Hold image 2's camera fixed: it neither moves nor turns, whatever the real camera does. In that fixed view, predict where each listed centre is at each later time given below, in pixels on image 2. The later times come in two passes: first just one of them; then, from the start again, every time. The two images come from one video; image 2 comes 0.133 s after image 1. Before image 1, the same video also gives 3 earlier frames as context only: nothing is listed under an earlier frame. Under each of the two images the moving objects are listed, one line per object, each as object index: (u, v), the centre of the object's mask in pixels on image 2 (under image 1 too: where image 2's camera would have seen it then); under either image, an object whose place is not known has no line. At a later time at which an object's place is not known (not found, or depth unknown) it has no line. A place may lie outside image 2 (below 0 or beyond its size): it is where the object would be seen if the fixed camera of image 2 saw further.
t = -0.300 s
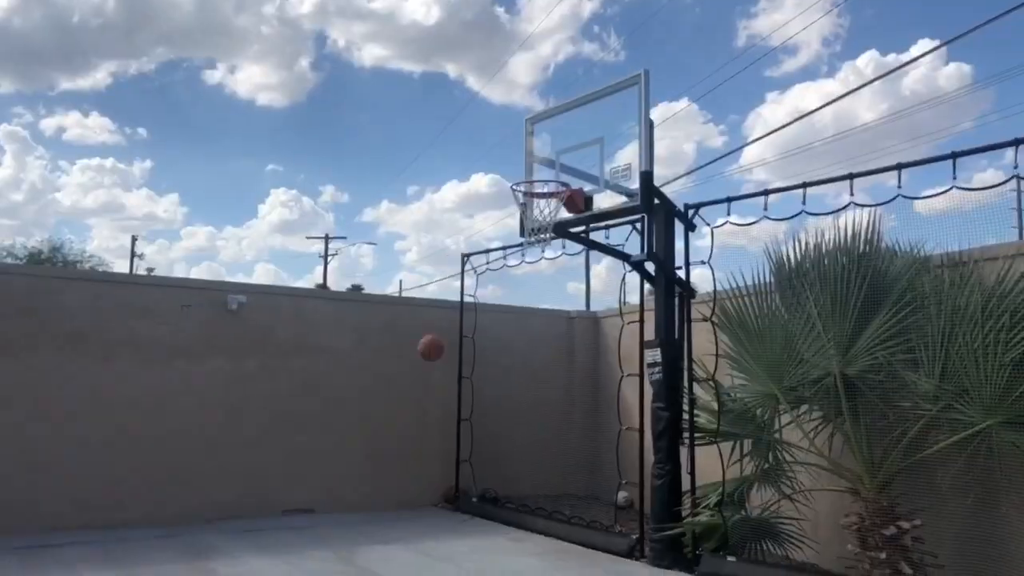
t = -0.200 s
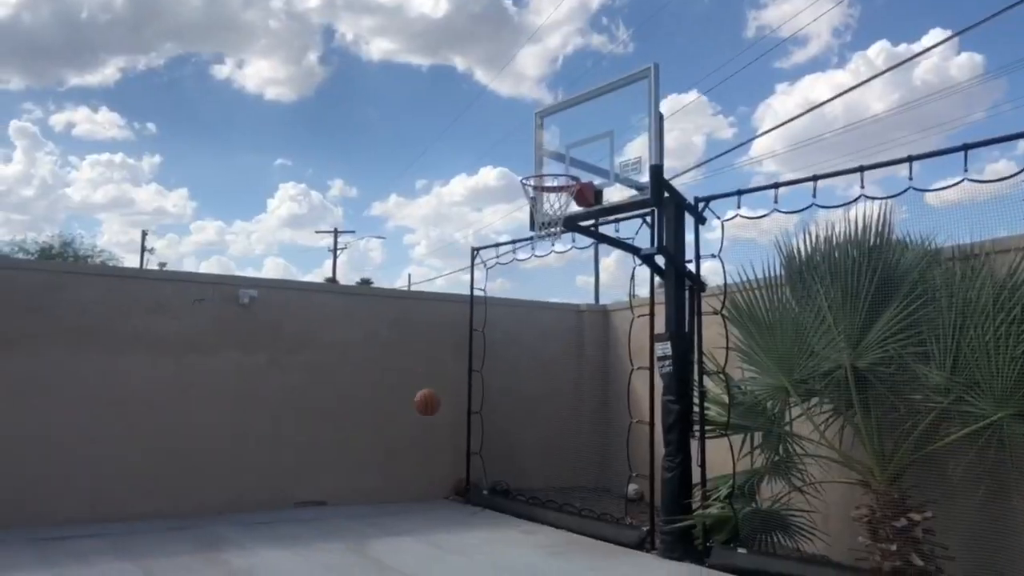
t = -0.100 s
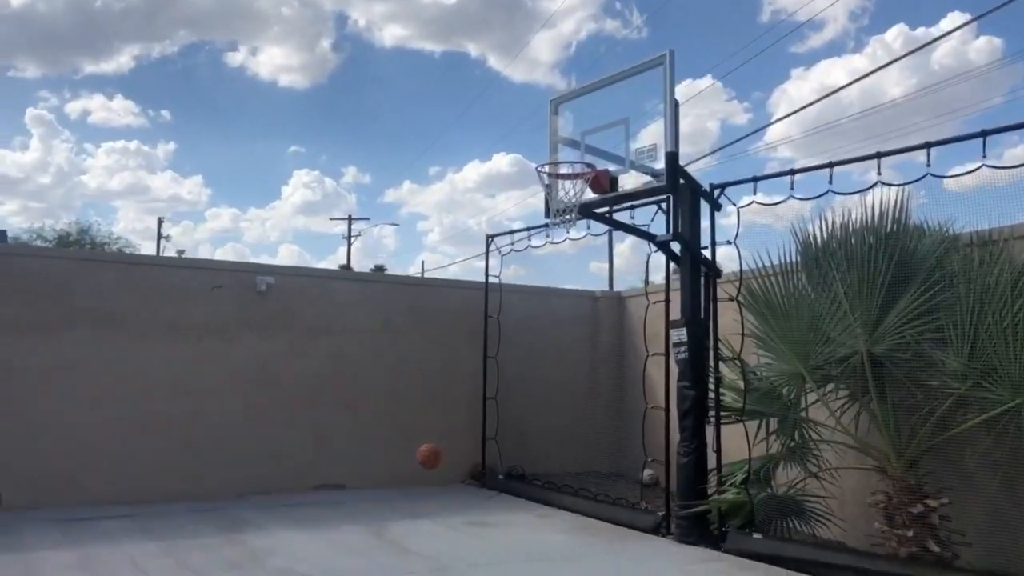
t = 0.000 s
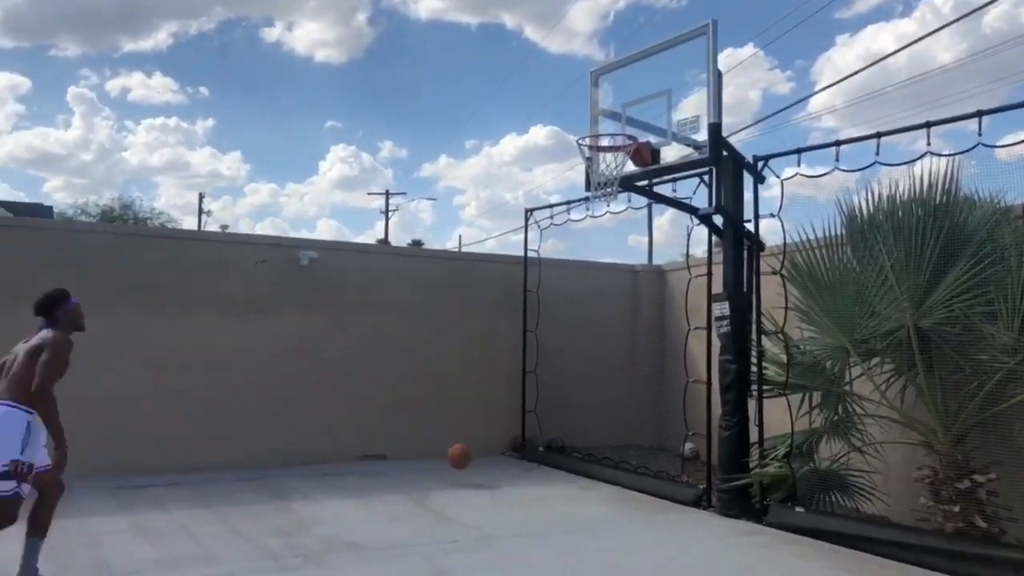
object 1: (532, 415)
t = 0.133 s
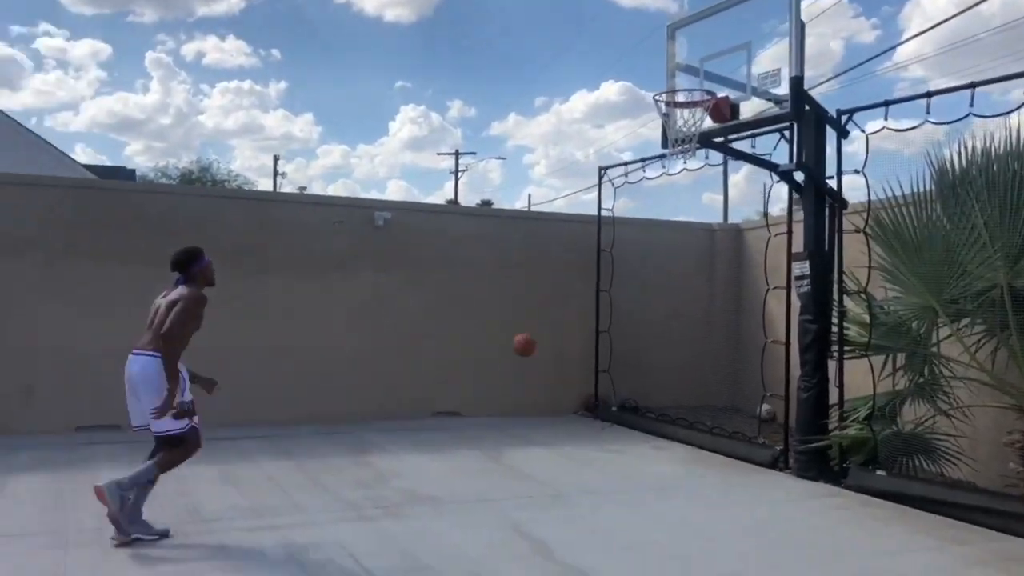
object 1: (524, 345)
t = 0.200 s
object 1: (520, 318)
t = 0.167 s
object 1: (522, 331)
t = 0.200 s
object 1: (520, 318)
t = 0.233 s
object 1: (519, 306)
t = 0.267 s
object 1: (516, 296)
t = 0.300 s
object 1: (515, 287)
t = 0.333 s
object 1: (513, 278)
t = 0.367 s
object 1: (511, 271)
